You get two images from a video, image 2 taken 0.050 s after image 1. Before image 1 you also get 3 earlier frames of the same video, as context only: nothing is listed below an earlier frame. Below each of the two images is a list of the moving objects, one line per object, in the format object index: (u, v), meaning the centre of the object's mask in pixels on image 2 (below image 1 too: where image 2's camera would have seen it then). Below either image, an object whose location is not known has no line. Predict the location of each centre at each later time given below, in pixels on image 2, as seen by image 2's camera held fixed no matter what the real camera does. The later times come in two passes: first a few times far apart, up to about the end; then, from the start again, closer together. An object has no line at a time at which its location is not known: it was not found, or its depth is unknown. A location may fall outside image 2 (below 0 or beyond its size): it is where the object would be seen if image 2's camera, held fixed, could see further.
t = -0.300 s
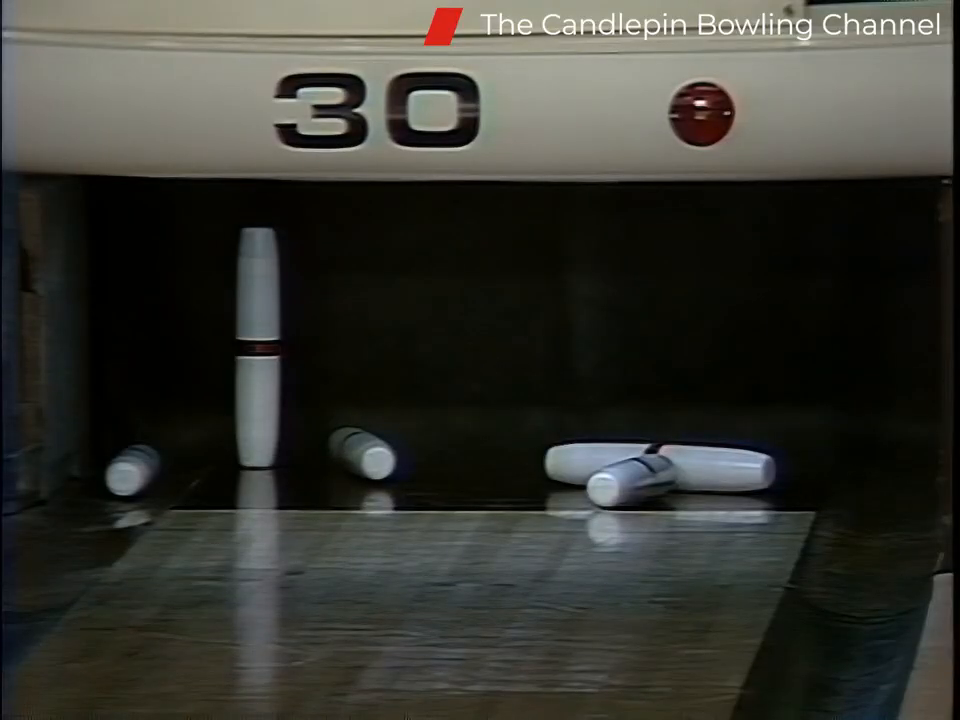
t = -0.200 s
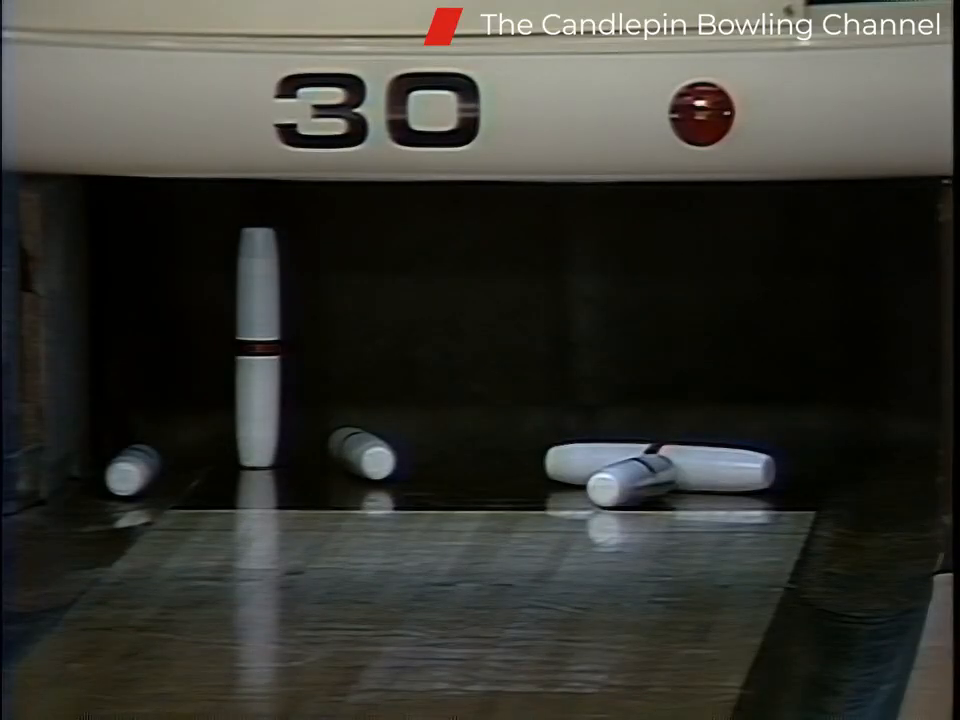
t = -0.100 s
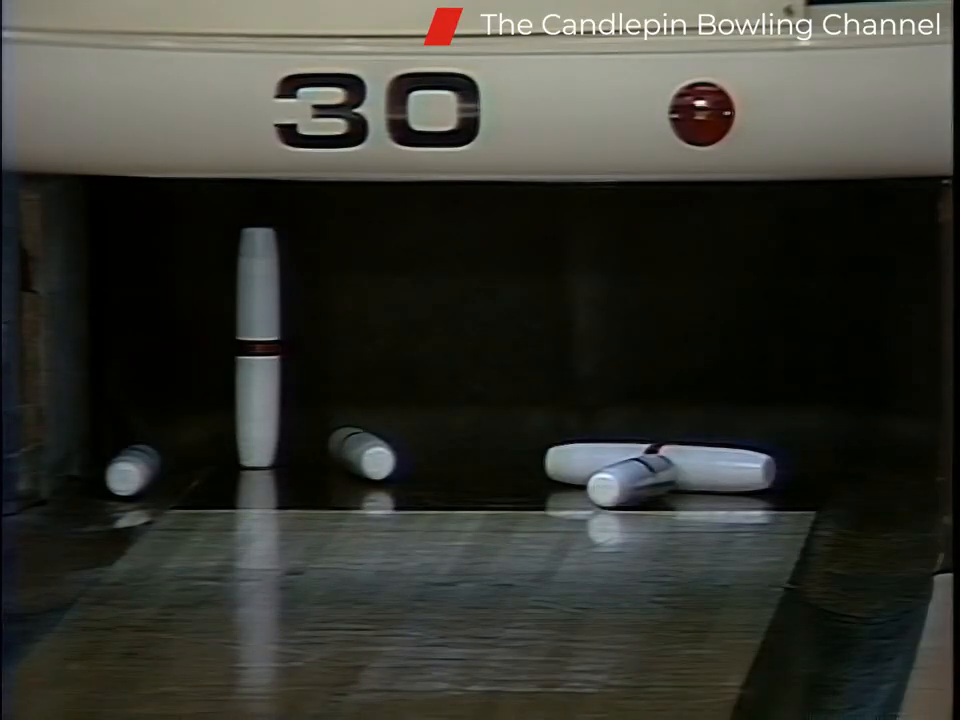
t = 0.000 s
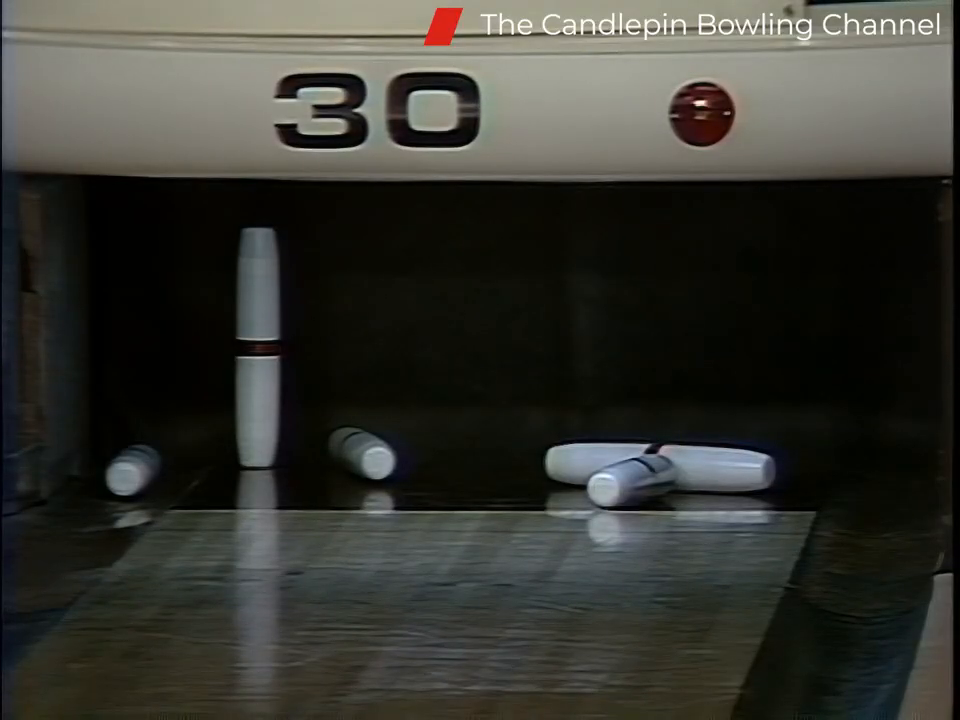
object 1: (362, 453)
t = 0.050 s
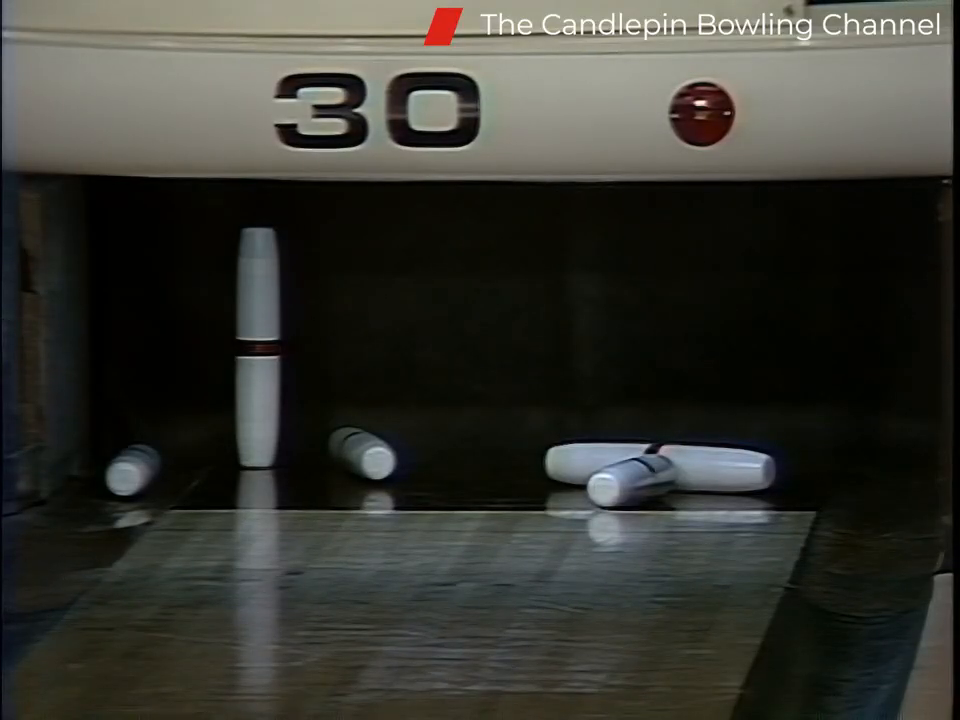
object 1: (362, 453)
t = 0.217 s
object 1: (363, 453)
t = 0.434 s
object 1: (372, 454)
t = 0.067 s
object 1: (362, 453)
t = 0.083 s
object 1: (362, 453)
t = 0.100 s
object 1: (362, 453)
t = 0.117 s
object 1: (362, 453)
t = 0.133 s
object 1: (362, 453)
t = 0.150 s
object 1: (362, 453)
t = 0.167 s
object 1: (362, 453)
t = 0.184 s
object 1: (362, 453)
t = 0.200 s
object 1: (362, 453)
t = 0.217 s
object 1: (363, 453)
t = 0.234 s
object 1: (363, 453)
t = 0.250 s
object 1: (363, 453)
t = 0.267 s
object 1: (363, 453)
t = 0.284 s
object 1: (363, 453)
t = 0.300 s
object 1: (363, 453)
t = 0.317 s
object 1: (363, 453)
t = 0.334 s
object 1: (364, 453)
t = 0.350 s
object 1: (364, 453)
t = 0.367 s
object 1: (364, 453)
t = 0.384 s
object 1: (364, 453)
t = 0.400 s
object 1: (365, 453)
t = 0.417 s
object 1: (365, 453)
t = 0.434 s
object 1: (372, 454)
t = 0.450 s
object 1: (385, 451)
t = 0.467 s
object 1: (401, 451)
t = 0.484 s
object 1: (423, 449)
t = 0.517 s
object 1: (448, 451)
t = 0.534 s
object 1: (458, 451)
